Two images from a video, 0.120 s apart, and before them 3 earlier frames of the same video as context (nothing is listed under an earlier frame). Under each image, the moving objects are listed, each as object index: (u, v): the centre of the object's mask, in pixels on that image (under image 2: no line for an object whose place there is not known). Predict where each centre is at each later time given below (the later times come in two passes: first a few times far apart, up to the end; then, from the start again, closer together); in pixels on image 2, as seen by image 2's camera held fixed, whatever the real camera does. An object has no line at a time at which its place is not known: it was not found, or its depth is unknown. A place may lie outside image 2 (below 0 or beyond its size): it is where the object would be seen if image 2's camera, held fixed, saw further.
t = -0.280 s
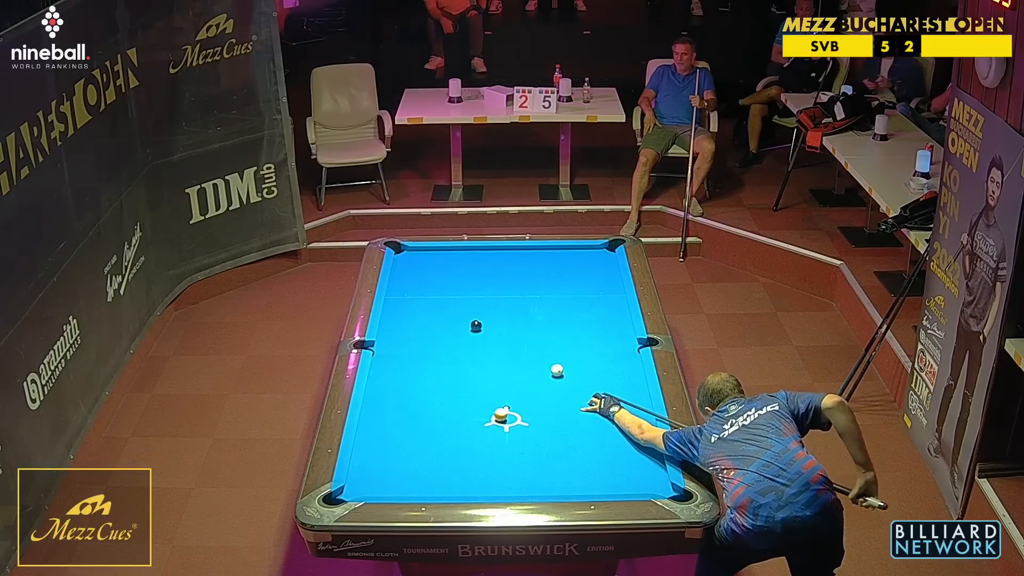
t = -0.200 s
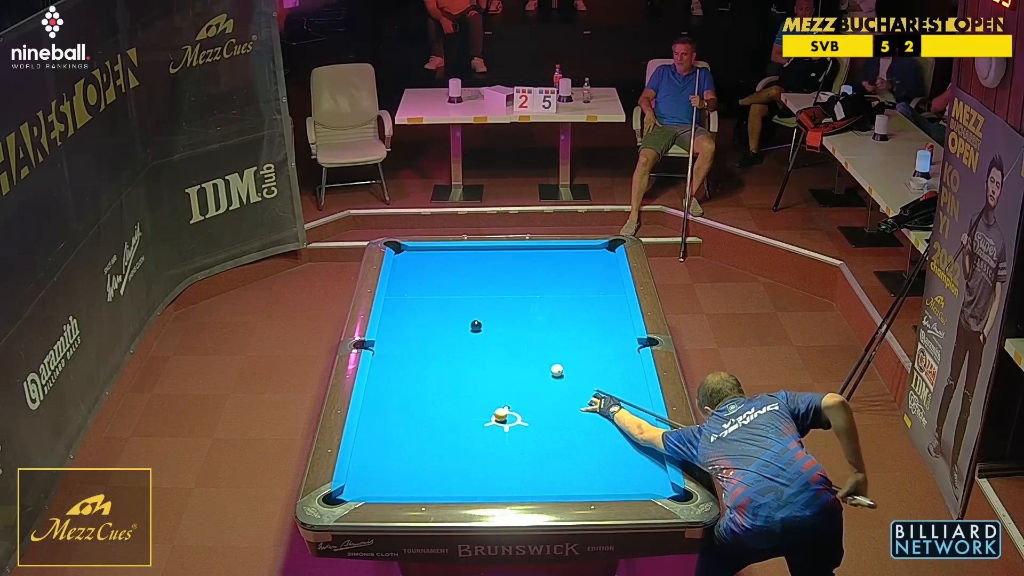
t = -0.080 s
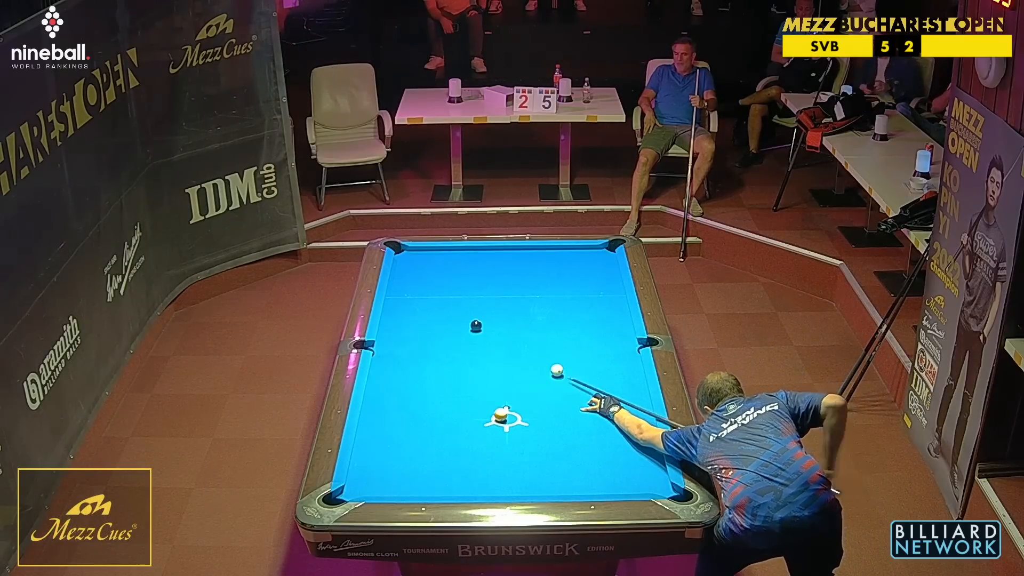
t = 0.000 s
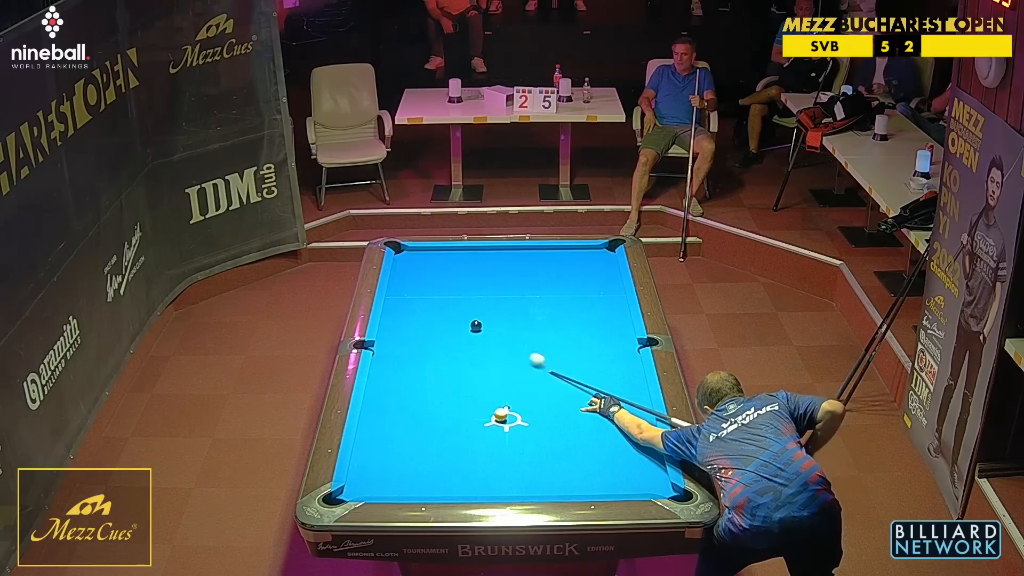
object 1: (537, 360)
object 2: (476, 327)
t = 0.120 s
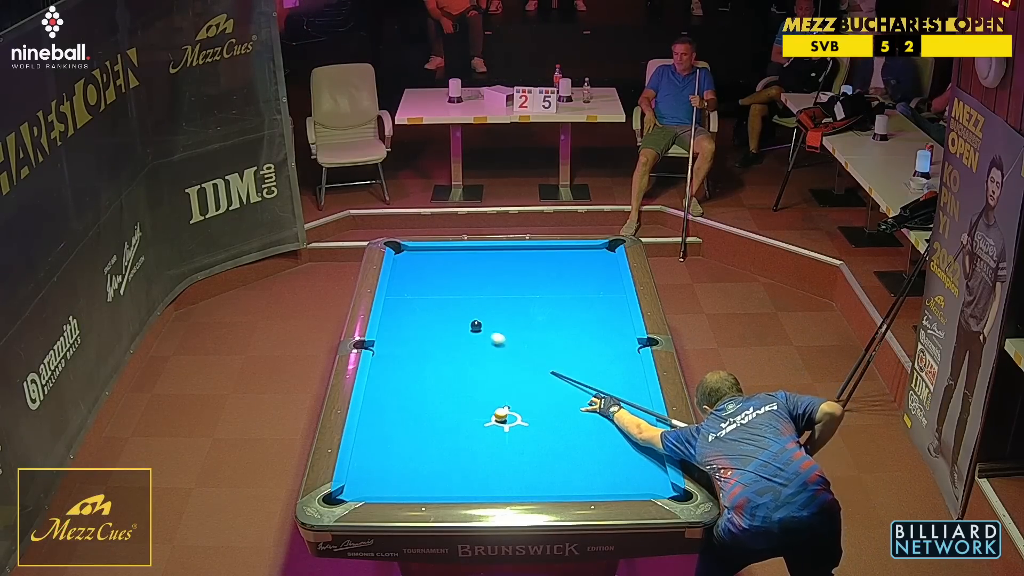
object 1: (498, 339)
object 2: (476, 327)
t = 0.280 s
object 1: (470, 332)
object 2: (462, 311)
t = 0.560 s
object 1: (451, 338)
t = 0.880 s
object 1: (430, 344)
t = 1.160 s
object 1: (412, 349)
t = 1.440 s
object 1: (396, 354)
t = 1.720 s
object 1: (381, 358)
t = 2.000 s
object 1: (382, 363)
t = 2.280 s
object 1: (388, 368)
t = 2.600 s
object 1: (394, 373)
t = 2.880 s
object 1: (399, 377)
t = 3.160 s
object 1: (404, 381)
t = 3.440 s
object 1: (409, 380)
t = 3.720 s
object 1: (412, 386)
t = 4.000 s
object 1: (415, 388)
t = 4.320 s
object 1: (418, 390)
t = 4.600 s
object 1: (419, 390)
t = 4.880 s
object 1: (420, 391)
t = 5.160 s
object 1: (420, 392)
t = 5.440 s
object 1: (420, 392)
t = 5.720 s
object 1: (420, 392)
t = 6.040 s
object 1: (420, 392)
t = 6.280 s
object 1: (420, 392)
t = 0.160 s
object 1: (486, 333)
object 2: (475, 326)
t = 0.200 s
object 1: (478, 331)
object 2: (472, 322)
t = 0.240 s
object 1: (474, 331)
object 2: (467, 317)
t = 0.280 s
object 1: (470, 332)
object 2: (462, 311)
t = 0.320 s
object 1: (467, 333)
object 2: (457, 306)
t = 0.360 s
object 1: (465, 334)
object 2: (452, 300)
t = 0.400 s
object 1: (462, 335)
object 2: (448, 296)
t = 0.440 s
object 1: (459, 335)
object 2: (444, 291)
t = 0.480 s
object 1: (456, 336)
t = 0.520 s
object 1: (453, 337)
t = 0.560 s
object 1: (451, 338)
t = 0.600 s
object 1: (448, 339)
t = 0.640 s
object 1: (446, 339)
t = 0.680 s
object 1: (443, 340)
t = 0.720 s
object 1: (441, 341)
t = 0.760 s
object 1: (438, 342)
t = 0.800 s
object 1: (435, 342)
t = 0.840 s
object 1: (433, 344)
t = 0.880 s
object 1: (430, 344)
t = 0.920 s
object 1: (427, 345)
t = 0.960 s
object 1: (425, 345)
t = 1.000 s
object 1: (422, 346)
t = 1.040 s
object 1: (420, 347)
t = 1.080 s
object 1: (417, 348)
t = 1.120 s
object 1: (415, 348)
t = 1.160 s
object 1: (412, 349)
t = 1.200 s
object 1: (410, 349)
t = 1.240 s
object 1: (408, 350)
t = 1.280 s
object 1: (405, 351)
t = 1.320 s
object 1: (403, 351)
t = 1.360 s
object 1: (401, 353)
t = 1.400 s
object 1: (398, 353)
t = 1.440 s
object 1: (396, 354)
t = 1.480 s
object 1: (394, 354)
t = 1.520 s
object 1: (391, 355)
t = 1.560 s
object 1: (389, 356)
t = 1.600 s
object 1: (387, 356)
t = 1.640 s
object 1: (385, 357)
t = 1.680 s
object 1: (383, 358)
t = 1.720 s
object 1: (381, 358)
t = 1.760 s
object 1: (379, 359)
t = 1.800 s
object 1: (377, 360)
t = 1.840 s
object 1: (378, 360)
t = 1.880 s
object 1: (379, 361)
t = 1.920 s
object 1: (380, 362)
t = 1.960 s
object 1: (381, 362)
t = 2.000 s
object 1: (382, 363)
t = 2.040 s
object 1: (383, 364)
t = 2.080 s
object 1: (383, 365)
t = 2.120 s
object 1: (384, 365)
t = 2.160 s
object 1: (385, 366)
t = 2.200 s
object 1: (386, 367)
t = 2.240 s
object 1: (387, 367)
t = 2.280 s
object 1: (388, 368)
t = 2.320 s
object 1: (388, 369)
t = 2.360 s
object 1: (389, 370)
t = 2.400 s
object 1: (390, 370)
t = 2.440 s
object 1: (391, 371)
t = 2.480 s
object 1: (391, 371)
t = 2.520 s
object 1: (392, 372)
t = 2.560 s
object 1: (393, 373)
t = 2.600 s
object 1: (394, 373)
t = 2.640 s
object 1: (394, 374)
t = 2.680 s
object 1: (395, 374)
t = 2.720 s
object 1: (396, 375)
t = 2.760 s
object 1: (397, 376)
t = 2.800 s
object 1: (397, 376)
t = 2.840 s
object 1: (398, 377)
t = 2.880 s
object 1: (399, 377)
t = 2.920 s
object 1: (400, 378)
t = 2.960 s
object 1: (400, 378)
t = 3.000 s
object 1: (401, 379)
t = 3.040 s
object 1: (402, 379)
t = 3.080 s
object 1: (402, 380)
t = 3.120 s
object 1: (403, 380)
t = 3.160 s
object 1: (404, 381)
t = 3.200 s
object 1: (404, 381)
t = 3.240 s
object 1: (404, 382)
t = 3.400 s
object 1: (411, 379)
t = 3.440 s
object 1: (409, 380)
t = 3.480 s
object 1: (410, 383)
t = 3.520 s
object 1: (409, 384)
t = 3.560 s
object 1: (410, 385)
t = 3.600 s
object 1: (410, 385)
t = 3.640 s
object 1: (411, 386)
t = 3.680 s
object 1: (411, 386)
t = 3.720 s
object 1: (412, 386)
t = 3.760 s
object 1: (412, 387)
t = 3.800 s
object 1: (413, 387)
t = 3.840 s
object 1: (413, 387)
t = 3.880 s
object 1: (413, 387)
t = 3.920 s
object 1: (414, 388)
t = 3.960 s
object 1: (414, 388)
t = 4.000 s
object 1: (415, 388)
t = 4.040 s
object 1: (415, 388)
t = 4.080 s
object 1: (416, 388)
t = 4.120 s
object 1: (416, 389)
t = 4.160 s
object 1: (416, 389)
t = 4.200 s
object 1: (417, 389)
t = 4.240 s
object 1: (417, 389)
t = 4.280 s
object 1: (418, 389)
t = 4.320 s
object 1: (418, 390)
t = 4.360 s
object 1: (418, 390)
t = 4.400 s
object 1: (418, 390)
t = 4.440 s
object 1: (419, 390)
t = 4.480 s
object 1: (419, 390)
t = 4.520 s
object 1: (419, 390)
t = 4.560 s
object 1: (419, 390)
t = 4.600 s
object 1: (419, 390)
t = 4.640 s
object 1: (420, 391)
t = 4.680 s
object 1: (420, 391)
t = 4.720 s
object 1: (420, 391)
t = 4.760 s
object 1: (420, 391)
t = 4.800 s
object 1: (420, 391)
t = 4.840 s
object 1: (420, 391)
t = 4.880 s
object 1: (420, 391)
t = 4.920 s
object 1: (420, 391)
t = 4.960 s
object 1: (420, 391)
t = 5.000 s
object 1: (420, 391)
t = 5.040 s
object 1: (420, 391)
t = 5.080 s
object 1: (420, 391)
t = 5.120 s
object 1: (420, 391)
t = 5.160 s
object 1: (420, 392)
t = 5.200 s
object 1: (420, 392)
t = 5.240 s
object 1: (420, 392)
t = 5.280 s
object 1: (420, 392)
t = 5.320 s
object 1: (420, 392)
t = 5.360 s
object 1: (420, 392)
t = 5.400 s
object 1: (420, 392)
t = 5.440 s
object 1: (420, 392)
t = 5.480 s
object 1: (420, 392)
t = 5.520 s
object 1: (420, 392)
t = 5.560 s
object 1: (420, 392)
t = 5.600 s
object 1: (420, 392)
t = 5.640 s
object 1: (420, 392)
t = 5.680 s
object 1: (420, 392)
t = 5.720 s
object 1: (420, 392)
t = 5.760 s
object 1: (420, 392)
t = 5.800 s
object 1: (420, 392)
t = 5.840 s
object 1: (420, 392)
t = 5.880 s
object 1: (420, 392)
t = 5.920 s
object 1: (420, 392)
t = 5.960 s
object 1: (420, 392)
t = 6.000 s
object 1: (420, 392)
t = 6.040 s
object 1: (420, 392)
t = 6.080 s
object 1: (420, 392)
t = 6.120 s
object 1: (420, 392)
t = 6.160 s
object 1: (420, 392)
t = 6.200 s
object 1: (420, 392)
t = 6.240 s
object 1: (420, 392)
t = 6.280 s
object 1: (420, 392)
